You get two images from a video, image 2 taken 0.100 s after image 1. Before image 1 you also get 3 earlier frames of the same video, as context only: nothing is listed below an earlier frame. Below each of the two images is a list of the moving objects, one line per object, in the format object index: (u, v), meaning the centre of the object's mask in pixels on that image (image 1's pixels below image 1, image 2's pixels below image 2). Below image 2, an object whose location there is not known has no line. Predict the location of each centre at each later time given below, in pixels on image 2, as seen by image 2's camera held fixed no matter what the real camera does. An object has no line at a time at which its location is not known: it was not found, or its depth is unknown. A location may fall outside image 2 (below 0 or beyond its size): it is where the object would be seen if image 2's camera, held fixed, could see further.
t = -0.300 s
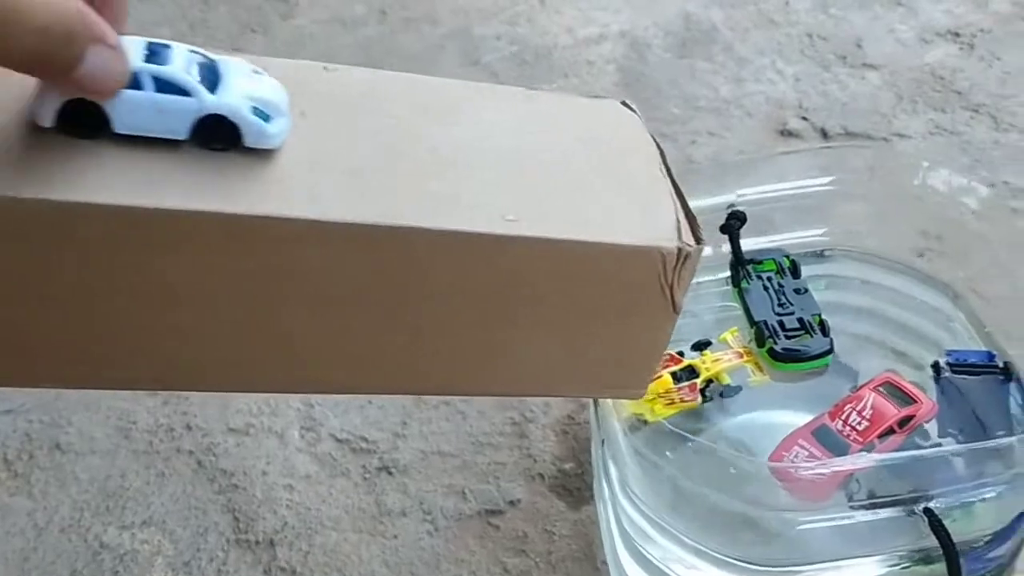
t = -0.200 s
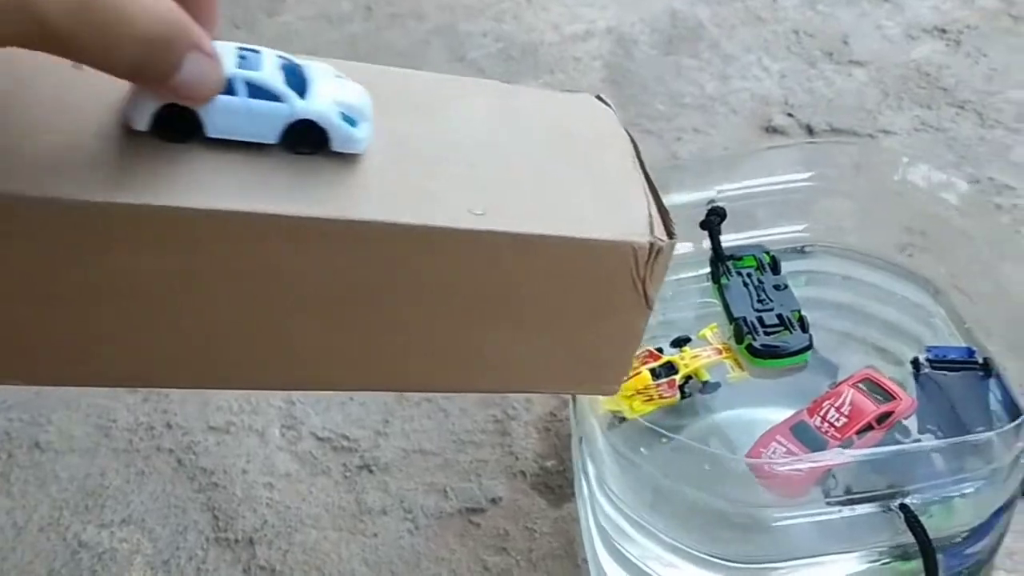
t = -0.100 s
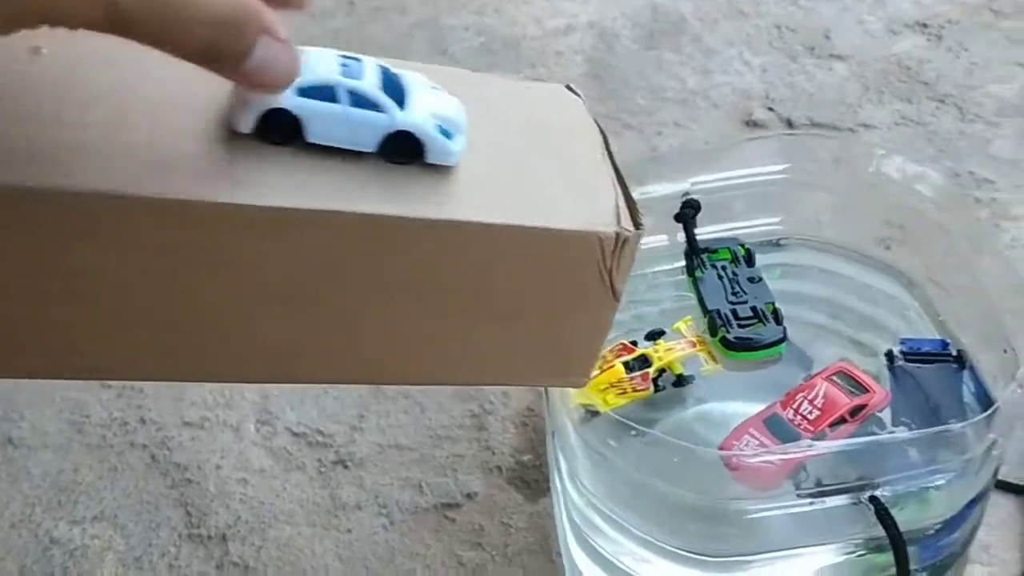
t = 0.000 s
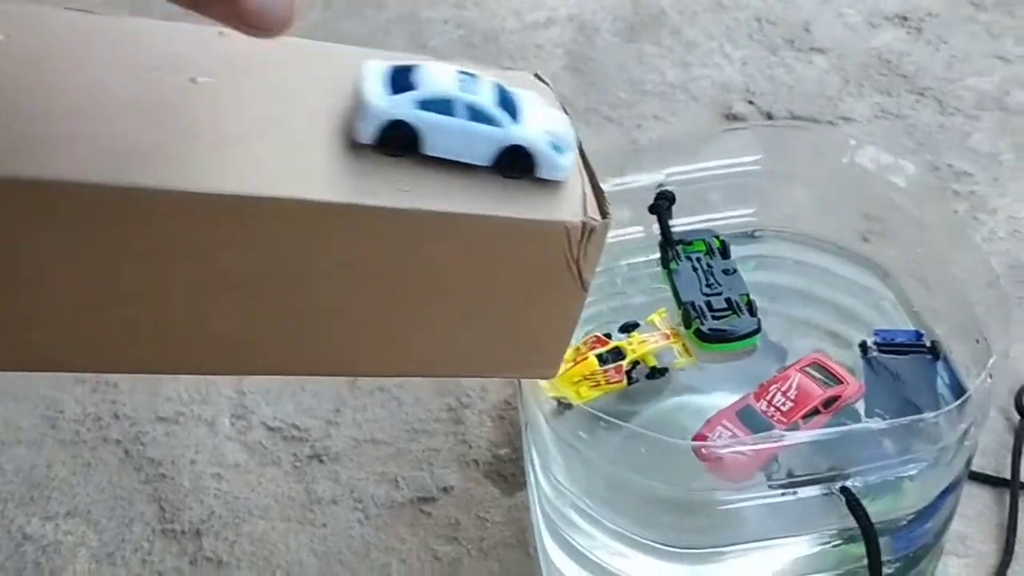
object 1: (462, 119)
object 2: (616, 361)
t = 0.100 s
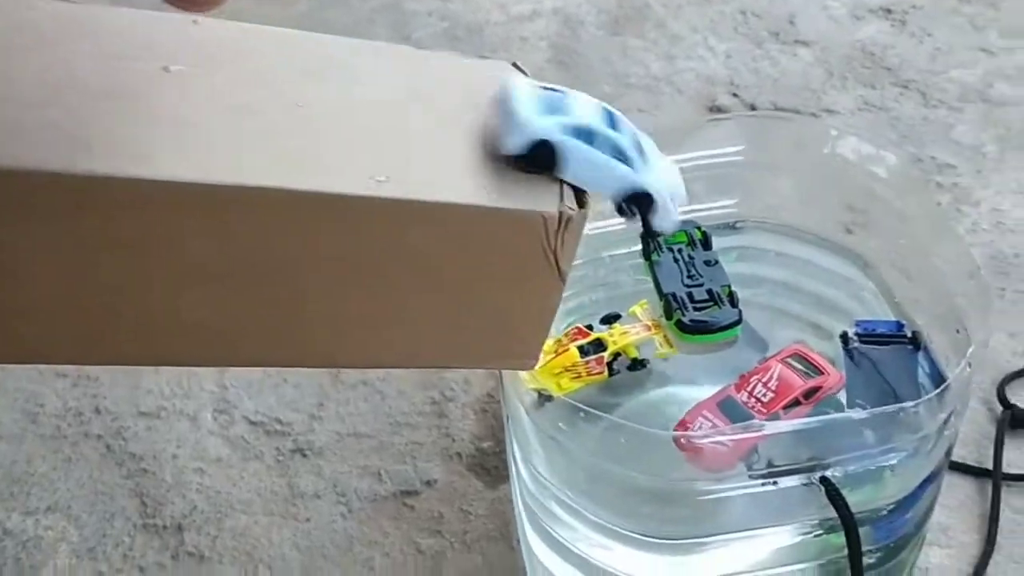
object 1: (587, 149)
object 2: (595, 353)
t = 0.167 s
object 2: (588, 355)
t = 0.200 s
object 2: (591, 353)
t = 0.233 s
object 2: (594, 353)
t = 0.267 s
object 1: (765, 433)
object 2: (593, 353)
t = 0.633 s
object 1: (774, 460)
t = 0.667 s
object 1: (772, 461)
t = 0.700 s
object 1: (772, 461)
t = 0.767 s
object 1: (770, 462)
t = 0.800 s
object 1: (769, 463)
